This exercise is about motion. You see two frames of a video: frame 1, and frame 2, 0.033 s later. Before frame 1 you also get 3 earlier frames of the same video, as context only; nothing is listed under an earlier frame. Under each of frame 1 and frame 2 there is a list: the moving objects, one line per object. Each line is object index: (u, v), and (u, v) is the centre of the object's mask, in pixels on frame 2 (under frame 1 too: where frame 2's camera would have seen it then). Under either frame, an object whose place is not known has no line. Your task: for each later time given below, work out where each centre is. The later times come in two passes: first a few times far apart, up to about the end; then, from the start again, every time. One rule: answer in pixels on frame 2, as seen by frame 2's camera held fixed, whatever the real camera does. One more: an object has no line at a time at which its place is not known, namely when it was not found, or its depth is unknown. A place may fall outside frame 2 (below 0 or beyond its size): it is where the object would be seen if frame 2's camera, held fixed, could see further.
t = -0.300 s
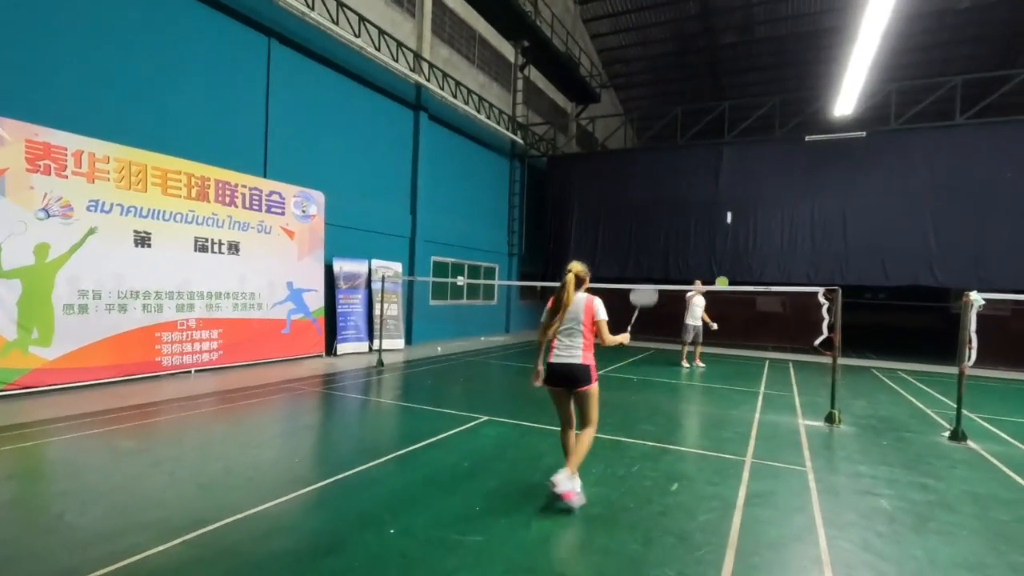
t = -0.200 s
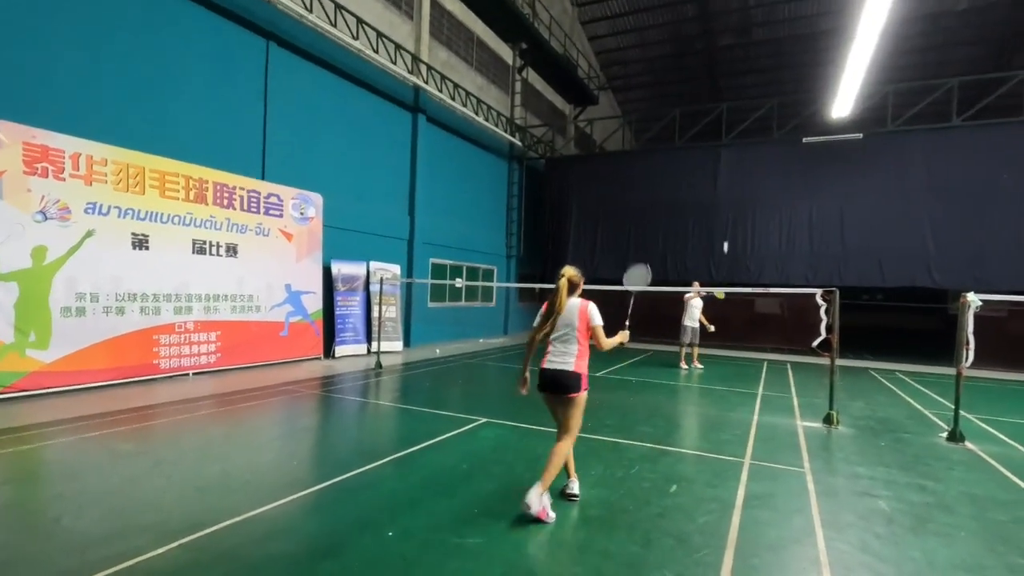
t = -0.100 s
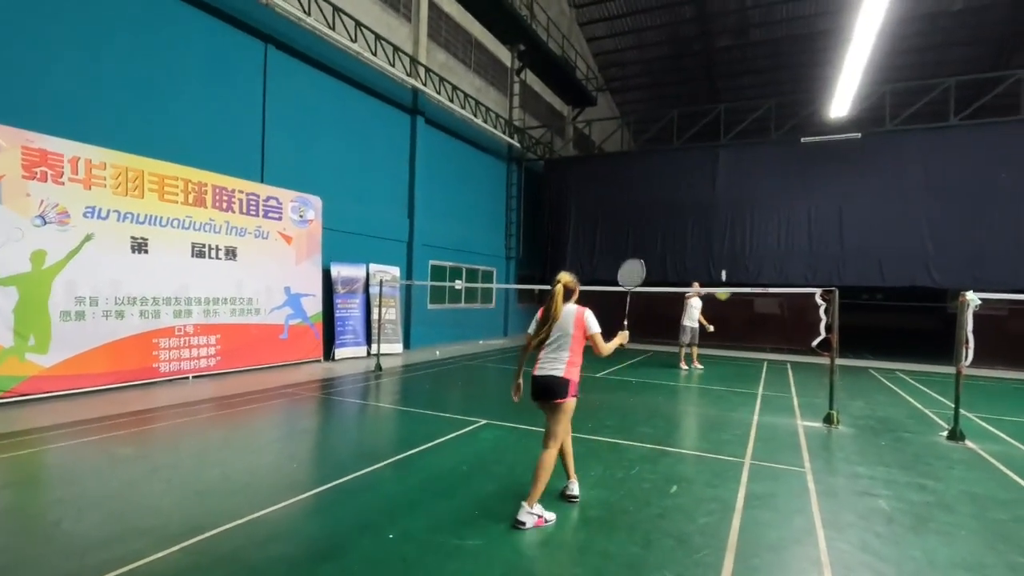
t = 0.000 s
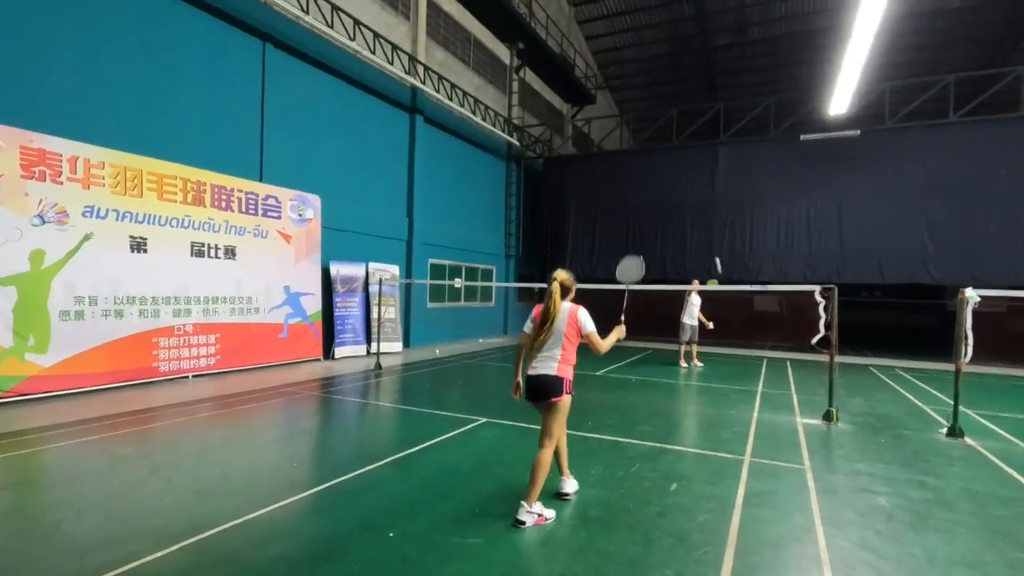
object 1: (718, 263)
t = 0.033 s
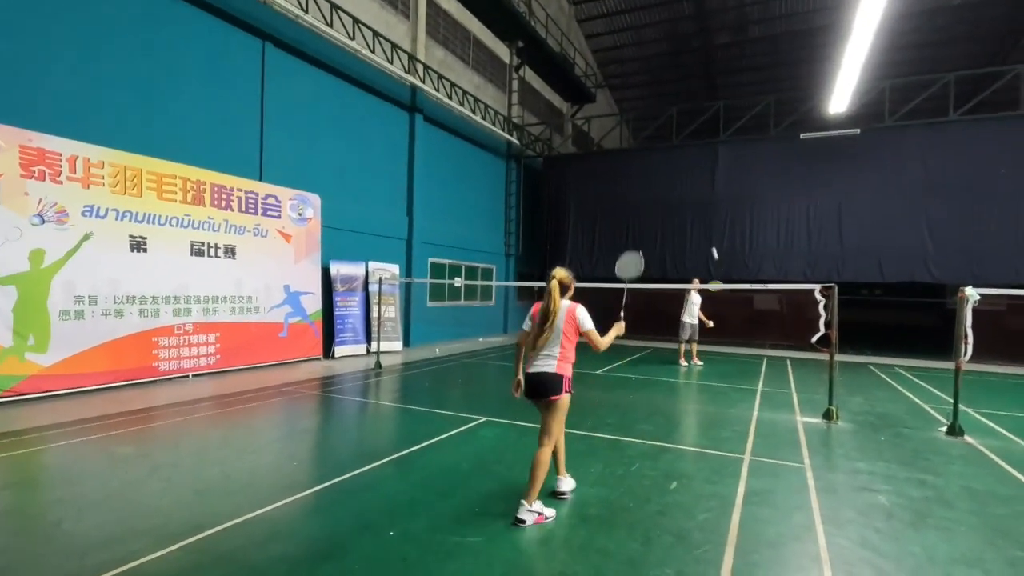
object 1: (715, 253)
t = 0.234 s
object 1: (695, 209)
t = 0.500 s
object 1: (663, 196)
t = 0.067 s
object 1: (711, 244)
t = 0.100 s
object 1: (708, 236)
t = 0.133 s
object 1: (705, 228)
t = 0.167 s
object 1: (702, 220)
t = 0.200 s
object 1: (698, 214)
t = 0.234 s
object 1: (695, 209)
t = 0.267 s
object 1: (692, 204)
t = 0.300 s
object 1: (688, 200)
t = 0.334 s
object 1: (685, 197)
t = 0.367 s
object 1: (681, 195)
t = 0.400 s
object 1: (677, 193)
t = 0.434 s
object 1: (672, 194)
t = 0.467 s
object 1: (668, 194)
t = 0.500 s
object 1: (663, 196)
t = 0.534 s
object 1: (659, 199)
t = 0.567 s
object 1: (653, 203)
